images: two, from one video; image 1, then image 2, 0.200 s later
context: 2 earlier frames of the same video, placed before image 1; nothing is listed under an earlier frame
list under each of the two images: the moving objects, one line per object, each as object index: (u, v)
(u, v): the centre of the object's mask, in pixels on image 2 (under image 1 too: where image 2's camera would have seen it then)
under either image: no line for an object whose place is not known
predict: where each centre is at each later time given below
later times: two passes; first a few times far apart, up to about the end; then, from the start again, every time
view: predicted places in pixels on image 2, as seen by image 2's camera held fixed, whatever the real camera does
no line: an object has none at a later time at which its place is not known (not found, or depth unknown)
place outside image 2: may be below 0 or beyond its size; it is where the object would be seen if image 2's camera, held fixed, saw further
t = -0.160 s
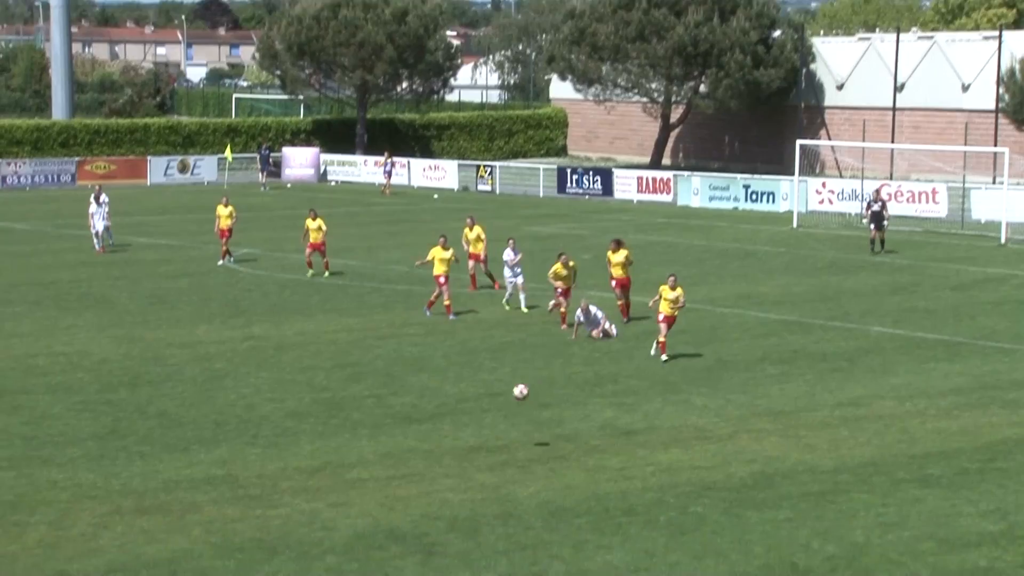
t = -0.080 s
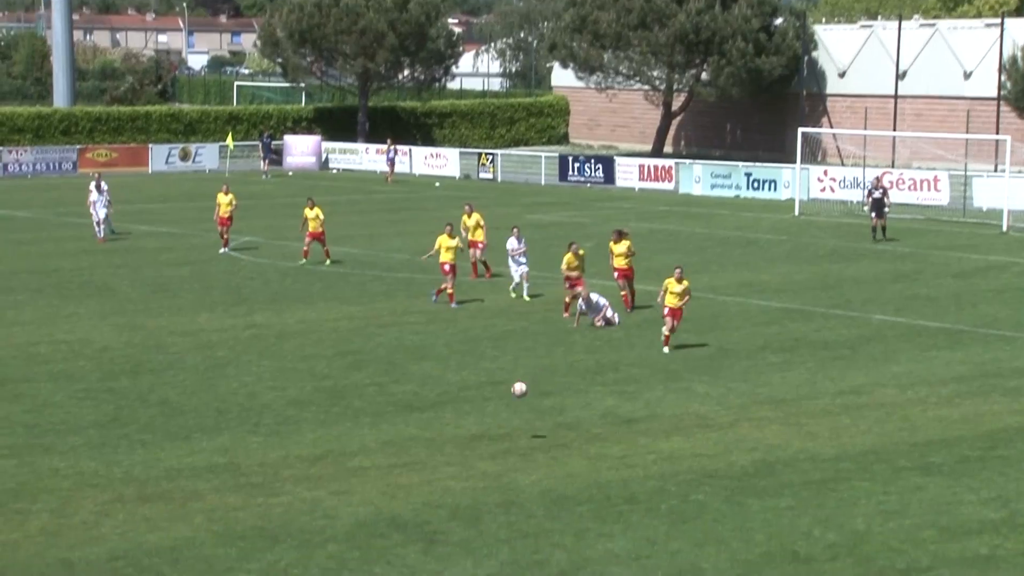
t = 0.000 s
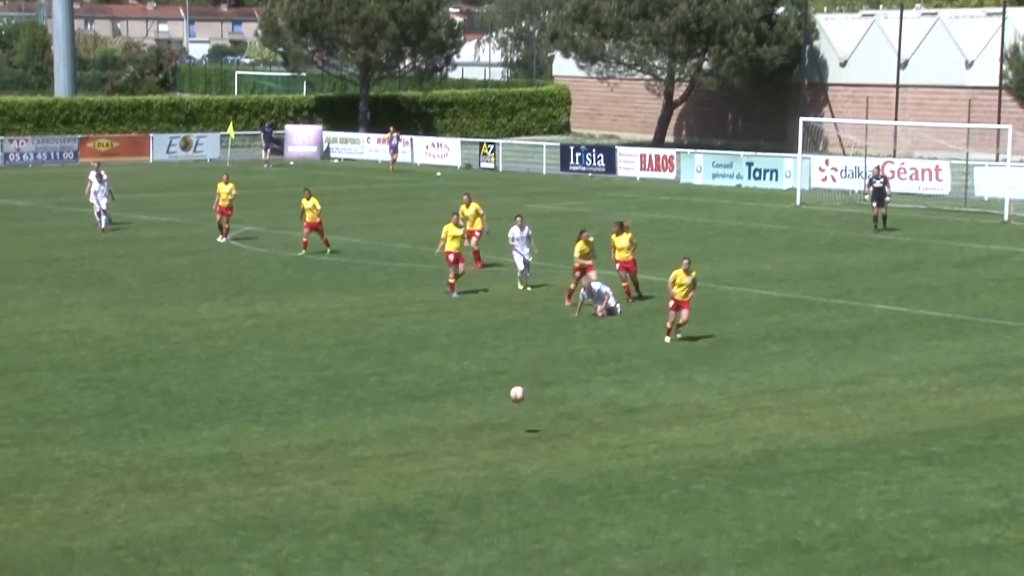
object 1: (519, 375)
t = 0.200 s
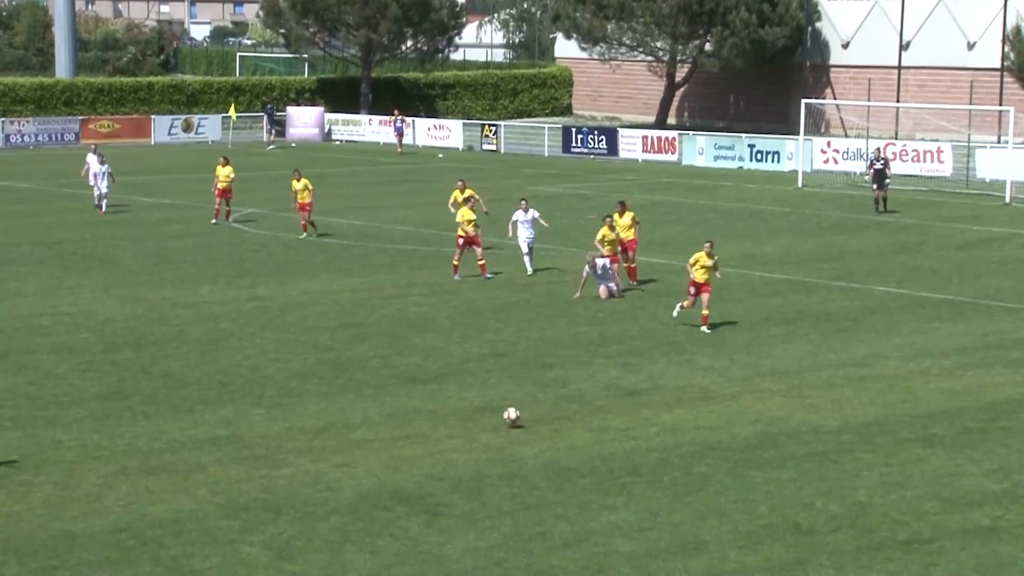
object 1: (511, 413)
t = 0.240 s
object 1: (509, 412)
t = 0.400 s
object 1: (502, 412)
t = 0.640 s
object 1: (490, 444)
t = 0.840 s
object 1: (482, 454)
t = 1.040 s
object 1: (474, 466)
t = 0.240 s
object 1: (509, 412)
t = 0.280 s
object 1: (507, 409)
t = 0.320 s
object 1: (506, 409)
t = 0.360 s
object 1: (503, 410)
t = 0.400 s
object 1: (502, 412)
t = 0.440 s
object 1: (499, 415)
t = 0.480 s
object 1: (498, 419)
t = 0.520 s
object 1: (496, 425)
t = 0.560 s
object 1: (494, 432)
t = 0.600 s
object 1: (492, 440)
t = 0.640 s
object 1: (490, 444)
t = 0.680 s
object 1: (488, 443)
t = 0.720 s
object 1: (487, 444)
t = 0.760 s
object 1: (485, 445)
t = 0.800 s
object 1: (483, 448)
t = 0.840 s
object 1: (482, 454)
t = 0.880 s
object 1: (480, 458)
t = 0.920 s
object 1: (478, 464)
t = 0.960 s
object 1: (477, 463)
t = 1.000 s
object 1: (475, 465)
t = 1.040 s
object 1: (474, 466)
